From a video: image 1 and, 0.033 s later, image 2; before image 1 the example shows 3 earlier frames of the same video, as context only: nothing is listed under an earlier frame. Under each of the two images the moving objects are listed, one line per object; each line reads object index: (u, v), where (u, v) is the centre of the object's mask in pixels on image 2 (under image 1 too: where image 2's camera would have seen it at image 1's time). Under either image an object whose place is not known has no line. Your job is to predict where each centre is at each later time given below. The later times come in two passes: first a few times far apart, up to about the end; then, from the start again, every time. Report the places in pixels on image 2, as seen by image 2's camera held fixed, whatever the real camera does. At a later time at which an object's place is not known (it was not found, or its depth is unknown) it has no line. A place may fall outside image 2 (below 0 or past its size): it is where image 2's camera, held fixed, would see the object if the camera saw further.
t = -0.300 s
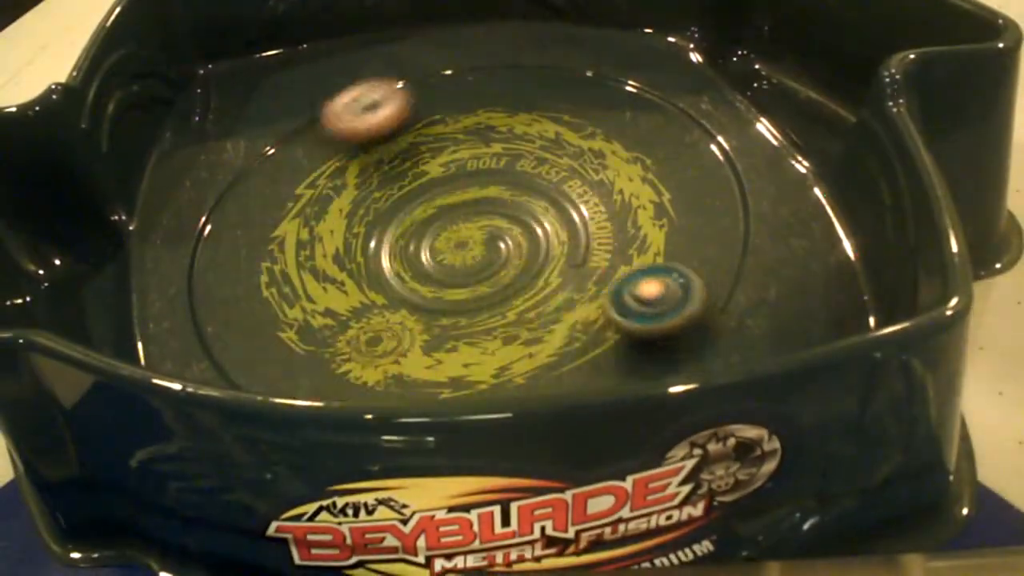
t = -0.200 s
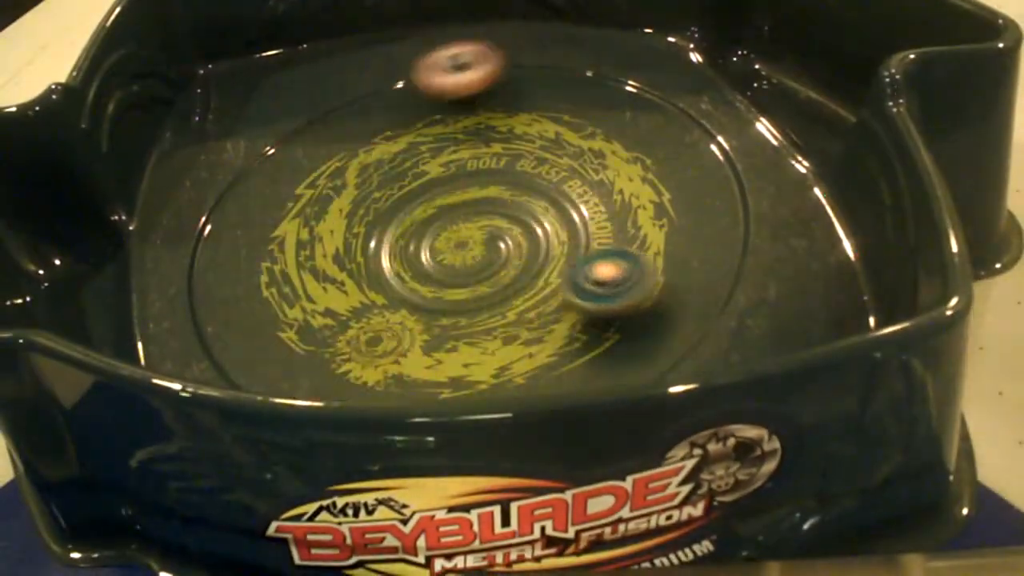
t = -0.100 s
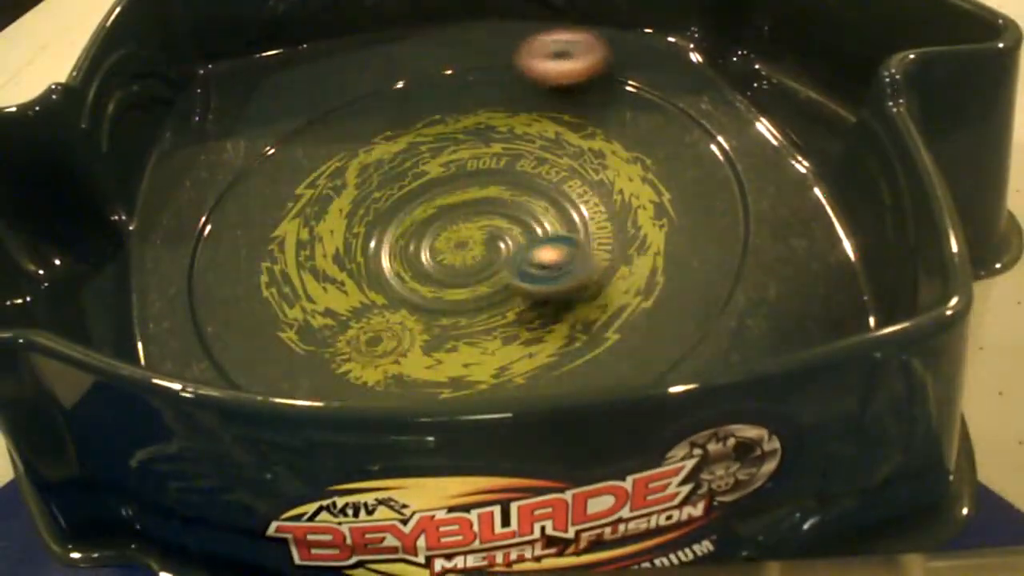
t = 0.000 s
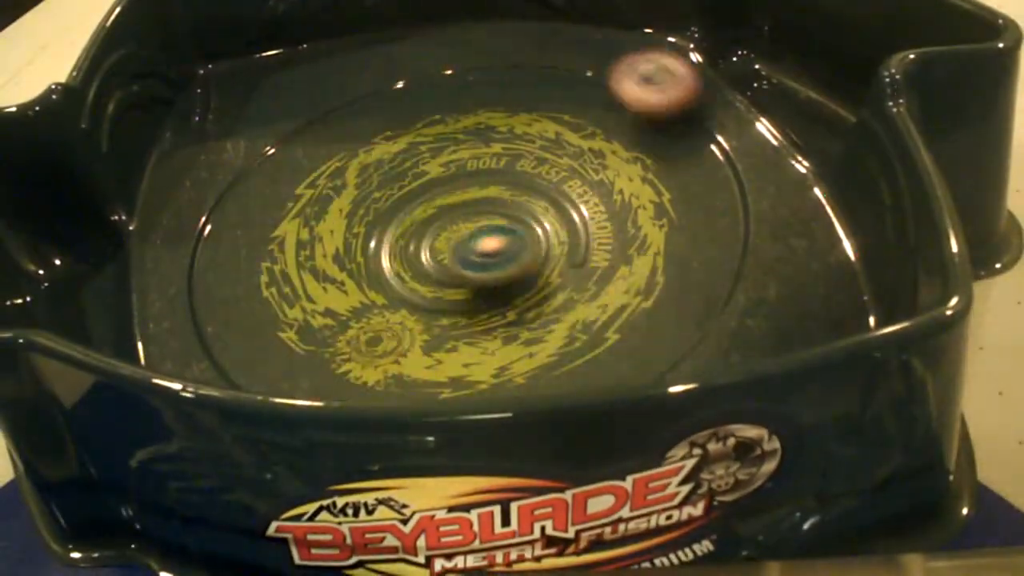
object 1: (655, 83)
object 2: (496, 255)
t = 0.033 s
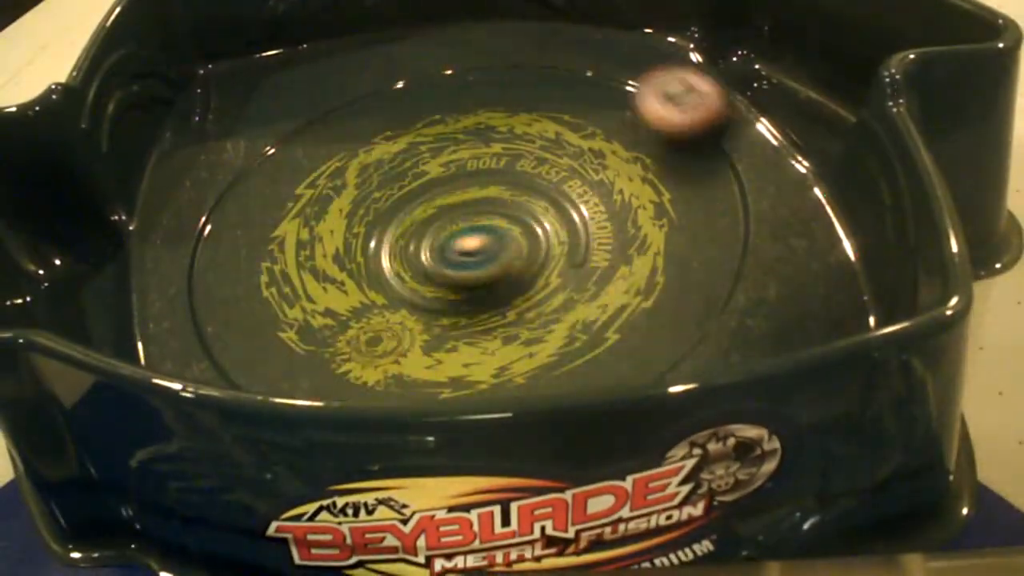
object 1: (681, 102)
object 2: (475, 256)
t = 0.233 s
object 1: (709, 279)
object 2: (373, 260)
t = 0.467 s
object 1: (397, 382)
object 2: (357, 307)
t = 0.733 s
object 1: (222, 230)
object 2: (463, 256)
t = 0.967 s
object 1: (360, 83)
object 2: (439, 169)
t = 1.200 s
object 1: (596, 61)
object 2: (346, 159)
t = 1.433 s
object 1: (716, 204)
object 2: (376, 216)
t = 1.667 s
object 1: (516, 376)
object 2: (485, 217)
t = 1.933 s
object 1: (206, 320)
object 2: (540, 160)
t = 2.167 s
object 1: (252, 144)
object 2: (464, 165)
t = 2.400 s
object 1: (466, 58)
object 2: (447, 254)
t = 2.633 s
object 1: (671, 110)
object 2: (571, 265)
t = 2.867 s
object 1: (688, 309)
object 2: (589, 207)
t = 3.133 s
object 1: (343, 383)
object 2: (443, 197)
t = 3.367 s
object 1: (209, 261)
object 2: (364, 264)
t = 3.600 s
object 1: (325, 109)
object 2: (430, 320)
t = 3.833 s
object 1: (537, 57)
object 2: (528, 249)
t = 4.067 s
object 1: (712, 131)
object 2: (472, 172)
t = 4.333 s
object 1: (627, 350)
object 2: (359, 202)
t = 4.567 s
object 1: (327, 371)
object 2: (421, 272)
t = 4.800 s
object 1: (232, 232)
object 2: (544, 234)
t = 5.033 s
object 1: (345, 92)
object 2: (532, 162)
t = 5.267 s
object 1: (543, 54)
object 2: (434, 167)
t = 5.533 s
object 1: (697, 168)
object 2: (389, 196)
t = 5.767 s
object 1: (581, 354)
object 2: (378, 249)
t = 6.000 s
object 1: (300, 367)
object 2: (492, 273)
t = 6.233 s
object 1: (216, 231)
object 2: (515, 190)
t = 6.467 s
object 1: (341, 100)
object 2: (413, 240)
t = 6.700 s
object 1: (541, 72)
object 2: (521, 230)
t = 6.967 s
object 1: (700, 180)
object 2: (516, 192)
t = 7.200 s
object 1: (615, 354)
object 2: (448, 191)
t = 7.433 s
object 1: (339, 375)
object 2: (418, 243)
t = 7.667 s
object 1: (243, 251)
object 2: (510, 216)
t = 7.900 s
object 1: (344, 117)
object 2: (488, 185)
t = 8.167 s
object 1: (550, 66)
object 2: (429, 202)
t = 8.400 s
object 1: (690, 143)
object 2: (423, 247)
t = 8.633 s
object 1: (631, 315)
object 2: (496, 211)
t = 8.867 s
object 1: (375, 368)
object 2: (440, 204)
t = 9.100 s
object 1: (235, 266)
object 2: (442, 245)
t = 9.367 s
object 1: (317, 119)
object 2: (498, 224)
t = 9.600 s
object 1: (492, 73)
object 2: (440, 222)
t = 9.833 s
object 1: (649, 131)
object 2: (438, 257)
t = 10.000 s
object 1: (676, 238)
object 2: (491, 239)
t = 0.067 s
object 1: (702, 122)
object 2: (456, 253)
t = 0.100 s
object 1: (718, 145)
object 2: (435, 252)
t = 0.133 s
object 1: (731, 174)
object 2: (411, 250)
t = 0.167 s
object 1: (734, 205)
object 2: (399, 252)
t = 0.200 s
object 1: (728, 240)
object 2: (383, 256)
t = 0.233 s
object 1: (709, 279)
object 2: (373, 260)
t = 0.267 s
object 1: (684, 316)
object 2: (368, 264)
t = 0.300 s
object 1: (647, 342)
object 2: (361, 273)
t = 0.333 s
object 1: (604, 360)
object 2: (354, 281)
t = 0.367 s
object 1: (552, 372)
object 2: (350, 289)
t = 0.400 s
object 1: (500, 380)
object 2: (348, 297)
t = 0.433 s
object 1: (447, 382)
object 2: (351, 304)
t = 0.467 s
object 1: (397, 382)
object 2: (357, 307)
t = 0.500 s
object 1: (349, 377)
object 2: (366, 309)
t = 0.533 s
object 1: (314, 369)
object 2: (377, 308)
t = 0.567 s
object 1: (277, 357)
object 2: (391, 303)
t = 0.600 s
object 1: (251, 336)
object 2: (403, 298)
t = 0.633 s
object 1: (234, 311)
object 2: (420, 290)
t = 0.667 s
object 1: (224, 285)
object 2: (436, 281)
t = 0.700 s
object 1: (220, 258)
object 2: (452, 268)
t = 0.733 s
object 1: (222, 230)
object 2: (463, 256)
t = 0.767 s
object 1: (229, 203)
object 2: (471, 242)
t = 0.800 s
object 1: (239, 178)
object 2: (476, 228)
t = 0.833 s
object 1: (254, 153)
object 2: (474, 211)
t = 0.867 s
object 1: (272, 131)
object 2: (471, 199)
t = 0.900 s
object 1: (294, 109)
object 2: (463, 188)
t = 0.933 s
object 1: (324, 94)
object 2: (452, 177)
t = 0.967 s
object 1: (360, 83)
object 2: (439, 169)
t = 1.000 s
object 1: (395, 71)
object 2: (425, 162)
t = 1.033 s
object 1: (428, 61)
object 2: (411, 157)
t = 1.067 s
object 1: (462, 54)
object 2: (394, 153)
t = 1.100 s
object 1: (496, 49)
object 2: (379, 151)
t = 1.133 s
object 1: (530, 50)
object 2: (366, 152)
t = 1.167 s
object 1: (564, 54)
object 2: (354, 155)
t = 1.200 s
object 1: (596, 61)
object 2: (346, 159)
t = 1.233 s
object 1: (627, 70)
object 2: (336, 166)
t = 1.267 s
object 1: (654, 83)
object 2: (333, 173)
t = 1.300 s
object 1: (678, 99)
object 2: (334, 181)
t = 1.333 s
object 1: (695, 119)
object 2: (340, 190)
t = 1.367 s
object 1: (707, 144)
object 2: (350, 198)
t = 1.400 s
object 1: (715, 173)
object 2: (362, 206)
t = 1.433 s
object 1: (716, 204)
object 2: (376, 216)
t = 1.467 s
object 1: (710, 236)
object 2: (389, 220)
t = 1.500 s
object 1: (697, 271)
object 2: (402, 225)
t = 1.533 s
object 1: (675, 305)
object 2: (420, 226)
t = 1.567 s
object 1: (645, 333)
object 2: (434, 225)
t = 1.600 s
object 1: (606, 355)
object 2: (451, 225)
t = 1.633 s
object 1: (563, 367)
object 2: (468, 221)
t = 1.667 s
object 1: (516, 376)
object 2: (485, 217)
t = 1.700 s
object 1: (465, 382)
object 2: (501, 211)
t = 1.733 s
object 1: (416, 384)
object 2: (512, 206)
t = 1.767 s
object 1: (367, 383)
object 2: (522, 201)
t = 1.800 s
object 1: (323, 379)
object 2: (532, 192)
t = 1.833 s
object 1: (285, 371)
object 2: (536, 185)
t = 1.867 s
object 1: (249, 359)
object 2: (539, 176)
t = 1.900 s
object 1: (223, 344)
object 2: (544, 167)
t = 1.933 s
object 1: (206, 320)
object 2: (540, 160)
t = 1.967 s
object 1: (197, 295)
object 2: (532, 153)
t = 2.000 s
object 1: (194, 267)
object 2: (523, 149)
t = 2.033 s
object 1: (195, 240)
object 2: (514, 148)
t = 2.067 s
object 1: (201, 214)
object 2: (503, 150)
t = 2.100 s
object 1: (212, 189)
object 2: (490, 153)
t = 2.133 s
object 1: (229, 167)
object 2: (475, 159)
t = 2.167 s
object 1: (252, 144)
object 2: (464, 165)
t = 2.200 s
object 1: (278, 124)
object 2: (454, 175)
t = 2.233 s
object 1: (306, 106)
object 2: (446, 189)
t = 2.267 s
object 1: (338, 90)
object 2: (437, 202)
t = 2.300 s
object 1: (370, 77)
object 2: (433, 214)
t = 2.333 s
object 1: (402, 67)
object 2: (434, 227)
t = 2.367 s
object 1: (435, 61)
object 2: (438, 240)
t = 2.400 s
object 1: (466, 58)
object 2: (447, 254)
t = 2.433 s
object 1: (498, 57)
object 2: (462, 263)
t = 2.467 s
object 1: (532, 59)
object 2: (479, 270)
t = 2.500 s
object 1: (563, 62)
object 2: (496, 275)
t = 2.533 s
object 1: (593, 69)
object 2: (516, 275)
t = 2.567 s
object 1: (622, 79)
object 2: (532, 273)
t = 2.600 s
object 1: (648, 92)
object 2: (553, 270)
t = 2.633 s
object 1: (671, 110)
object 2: (571, 265)
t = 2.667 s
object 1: (689, 129)
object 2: (583, 257)
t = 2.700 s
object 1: (703, 154)
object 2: (594, 250)
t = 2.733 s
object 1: (712, 182)
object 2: (599, 242)
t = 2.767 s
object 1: (715, 210)
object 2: (603, 233)
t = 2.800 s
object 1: (713, 242)
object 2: (603, 223)
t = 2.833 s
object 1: (704, 275)
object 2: (598, 215)
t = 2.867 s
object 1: (688, 309)
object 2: (589, 207)
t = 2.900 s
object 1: (662, 336)
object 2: (577, 199)
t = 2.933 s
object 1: (624, 354)
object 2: (564, 191)
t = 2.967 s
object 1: (579, 367)
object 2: (542, 187)
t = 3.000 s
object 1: (529, 378)
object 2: (522, 186)
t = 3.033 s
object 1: (478, 384)
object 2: (501, 188)
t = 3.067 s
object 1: (432, 386)
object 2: (478, 189)
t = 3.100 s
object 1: (382, 386)
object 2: (458, 193)
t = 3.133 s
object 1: (343, 383)
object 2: (443, 197)
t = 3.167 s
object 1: (303, 376)
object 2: (428, 201)
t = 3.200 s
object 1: (270, 367)
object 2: (414, 206)
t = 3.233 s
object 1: (243, 354)
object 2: (401, 215)
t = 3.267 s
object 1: (224, 336)
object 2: (388, 227)
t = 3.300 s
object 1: (213, 312)
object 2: (376, 241)
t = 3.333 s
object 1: (208, 287)
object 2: (367, 250)
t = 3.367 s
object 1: (209, 261)
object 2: (364, 264)
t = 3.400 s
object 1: (216, 236)
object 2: (362, 278)
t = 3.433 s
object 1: (226, 211)
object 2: (364, 289)
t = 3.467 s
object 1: (240, 189)
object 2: (372, 301)
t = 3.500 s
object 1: (257, 166)
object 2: (383, 309)
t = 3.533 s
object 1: (277, 145)
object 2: (396, 317)
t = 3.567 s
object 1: (301, 125)
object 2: (412, 320)
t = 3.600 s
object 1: (325, 109)
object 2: (430, 320)
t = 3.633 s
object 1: (351, 94)
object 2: (448, 318)
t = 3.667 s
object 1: (380, 82)
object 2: (465, 312)
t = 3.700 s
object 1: (410, 72)
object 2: (482, 301)
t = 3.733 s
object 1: (441, 65)
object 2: (498, 290)
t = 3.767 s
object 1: (473, 61)
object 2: (511, 278)
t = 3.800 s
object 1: (504, 58)
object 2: (522, 264)
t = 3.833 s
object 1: (537, 57)
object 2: (528, 249)
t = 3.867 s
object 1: (567, 59)
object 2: (532, 230)
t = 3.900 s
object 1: (598, 63)
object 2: (534, 215)
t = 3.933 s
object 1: (626, 70)
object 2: (534, 206)
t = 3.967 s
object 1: (652, 81)
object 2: (528, 195)
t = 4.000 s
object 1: (677, 94)
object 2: (513, 184)
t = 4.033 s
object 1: (696, 111)
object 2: (494, 179)
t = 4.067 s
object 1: (712, 131)
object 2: (472, 172)
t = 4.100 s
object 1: (722, 155)
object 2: (451, 167)
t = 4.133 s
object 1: (729, 182)
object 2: (435, 166)
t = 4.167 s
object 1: (730, 211)
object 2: (418, 167)
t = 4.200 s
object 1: (726, 242)
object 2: (401, 171)
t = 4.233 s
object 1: (716, 272)
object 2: (386, 176)
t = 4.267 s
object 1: (693, 304)
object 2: (373, 183)
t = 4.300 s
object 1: (664, 331)
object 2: (365, 191)
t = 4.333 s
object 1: (627, 350)
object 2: (359, 202)
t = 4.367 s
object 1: (584, 364)
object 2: (358, 213)
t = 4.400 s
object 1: (542, 373)
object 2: (361, 225)
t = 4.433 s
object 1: (496, 378)
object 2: (372, 239)
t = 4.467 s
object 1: (451, 380)
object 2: (384, 253)
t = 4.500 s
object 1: (403, 381)
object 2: (394, 262)
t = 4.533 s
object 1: (363, 377)
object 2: (406, 269)
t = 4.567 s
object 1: (327, 371)
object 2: (421, 272)
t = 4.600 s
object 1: (298, 361)
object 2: (438, 274)
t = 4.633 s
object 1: (270, 346)
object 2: (463, 271)
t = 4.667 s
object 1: (251, 326)
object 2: (482, 266)
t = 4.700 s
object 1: (238, 303)
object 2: (505, 257)
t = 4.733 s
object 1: (231, 279)
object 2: (520, 254)
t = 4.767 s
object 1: (229, 256)
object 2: (534, 245)
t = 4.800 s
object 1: (232, 232)
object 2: (544, 234)
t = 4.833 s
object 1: (240, 208)
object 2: (548, 221)
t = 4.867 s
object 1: (250, 186)
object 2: (554, 207)
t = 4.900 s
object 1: (264, 163)
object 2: (556, 195)
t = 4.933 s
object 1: (280, 143)
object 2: (557, 183)
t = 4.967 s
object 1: (300, 124)
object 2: (557, 175)
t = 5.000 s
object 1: (322, 107)
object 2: (550, 167)
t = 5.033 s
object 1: (345, 92)
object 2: (532, 162)
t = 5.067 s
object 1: (371, 79)
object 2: (511, 159)
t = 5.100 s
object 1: (398, 70)
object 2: (495, 157)
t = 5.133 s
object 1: (425, 61)
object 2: (481, 155)
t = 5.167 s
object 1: (454, 56)
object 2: (467, 157)
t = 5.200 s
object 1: (485, 54)
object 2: (452, 161)
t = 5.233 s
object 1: (514, 53)
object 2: (443, 163)
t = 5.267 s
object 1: (543, 54)
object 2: (434, 167)
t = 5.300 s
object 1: (572, 58)
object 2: (424, 171)
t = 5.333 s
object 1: (600, 65)
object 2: (418, 174)
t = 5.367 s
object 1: (624, 74)
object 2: (411, 179)
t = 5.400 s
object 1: (646, 87)
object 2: (404, 183)
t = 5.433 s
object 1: (666, 103)
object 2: (400, 185)
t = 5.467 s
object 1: (681, 122)
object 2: (396, 189)
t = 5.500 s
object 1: (691, 143)
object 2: (393, 193)
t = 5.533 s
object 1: (697, 168)
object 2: (389, 196)
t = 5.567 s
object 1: (698, 196)
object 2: (386, 200)
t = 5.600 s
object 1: (695, 225)
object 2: (382, 206)
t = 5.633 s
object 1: (684, 255)
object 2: (379, 211)
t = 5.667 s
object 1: (668, 284)
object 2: (376, 219)
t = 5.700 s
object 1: (646, 311)
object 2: (375, 228)
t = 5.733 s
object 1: (616, 337)
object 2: (374, 239)
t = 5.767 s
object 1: (581, 354)
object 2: (378, 249)
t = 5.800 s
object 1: (544, 365)
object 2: (382, 260)
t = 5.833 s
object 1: (500, 372)
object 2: (397, 271)
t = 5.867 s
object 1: (456, 376)
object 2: (412, 279)
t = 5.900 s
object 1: (412, 379)
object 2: (431, 282)
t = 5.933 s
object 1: (371, 377)
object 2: (453, 283)
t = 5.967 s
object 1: (333, 373)
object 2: (474, 280)
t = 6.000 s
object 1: (300, 367)
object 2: (492, 273)
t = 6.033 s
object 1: (269, 357)
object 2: (509, 265)
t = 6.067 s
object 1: (245, 341)
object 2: (524, 251)
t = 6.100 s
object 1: (228, 321)
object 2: (533, 238)
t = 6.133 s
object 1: (217, 299)
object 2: (537, 226)
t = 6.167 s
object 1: (211, 277)
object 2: (535, 213)
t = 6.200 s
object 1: (211, 254)
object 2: (527, 200)
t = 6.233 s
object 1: (216, 231)
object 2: (515, 190)
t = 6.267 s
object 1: (225, 208)
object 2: (495, 184)
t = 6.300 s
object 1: (237, 187)
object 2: (474, 184)
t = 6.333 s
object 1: (253, 166)
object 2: (451, 189)
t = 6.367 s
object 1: (272, 147)
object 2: (432, 197)
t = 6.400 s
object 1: (293, 129)
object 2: (418, 210)
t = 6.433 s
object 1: (315, 114)
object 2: (413, 224)
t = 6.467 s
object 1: (341, 100)
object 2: (413, 240)
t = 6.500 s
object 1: (367, 90)
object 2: (425, 252)
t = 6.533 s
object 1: (395, 82)
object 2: (445, 258)
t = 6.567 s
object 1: (425, 75)
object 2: (466, 259)
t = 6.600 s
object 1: (453, 71)
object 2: (483, 255)
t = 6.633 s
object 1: (482, 69)
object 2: (501, 247)
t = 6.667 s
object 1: (512, 70)
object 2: (511, 239)
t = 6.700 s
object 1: (541, 72)
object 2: (521, 230)
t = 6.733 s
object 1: (568, 76)
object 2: (525, 221)
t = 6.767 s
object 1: (596, 83)
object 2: (528, 214)
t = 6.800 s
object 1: (621, 93)
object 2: (531, 211)
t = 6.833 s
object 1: (643, 104)
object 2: (533, 207)
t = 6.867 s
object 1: (663, 120)
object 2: (528, 204)
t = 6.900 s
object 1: (680, 136)
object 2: (522, 199)
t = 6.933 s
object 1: (692, 157)
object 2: (519, 196)
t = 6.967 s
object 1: (700, 180)
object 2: (516, 192)
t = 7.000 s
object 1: (705, 204)
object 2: (509, 190)
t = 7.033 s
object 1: (705, 231)
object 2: (498, 188)
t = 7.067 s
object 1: (700, 259)
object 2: (489, 186)
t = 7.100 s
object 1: (688, 287)
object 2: (479, 186)
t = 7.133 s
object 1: (670, 315)
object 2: (470, 185)
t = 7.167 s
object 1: (646, 337)
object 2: (458, 188)
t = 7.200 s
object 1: (615, 354)
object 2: (448, 191)
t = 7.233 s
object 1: (578, 365)
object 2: (439, 195)
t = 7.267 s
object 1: (539, 373)
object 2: (431, 200)
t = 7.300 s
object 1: (497, 379)
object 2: (423, 206)
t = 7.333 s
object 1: (452, 382)
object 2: (418, 213)
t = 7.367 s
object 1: (412, 382)
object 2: (414, 223)
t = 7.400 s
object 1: (373, 380)
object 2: (413, 232)
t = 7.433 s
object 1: (339, 375)
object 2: (418, 243)
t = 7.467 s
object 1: (311, 367)
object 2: (428, 252)
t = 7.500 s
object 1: (284, 356)
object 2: (446, 256)
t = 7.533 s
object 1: (264, 339)
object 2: (466, 256)
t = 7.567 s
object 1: (251, 318)
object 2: (487, 249)
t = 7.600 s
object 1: (244, 296)
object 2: (500, 237)
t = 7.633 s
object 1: (241, 272)
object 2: (507, 226)
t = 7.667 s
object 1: (243, 251)
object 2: (510, 216)
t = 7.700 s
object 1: (250, 227)
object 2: (510, 206)
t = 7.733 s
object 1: (259, 206)
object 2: (507, 199)
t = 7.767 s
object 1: (272, 186)
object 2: (502, 194)
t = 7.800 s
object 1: (287, 166)
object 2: (499, 190)
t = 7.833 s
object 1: (304, 149)
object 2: (499, 187)
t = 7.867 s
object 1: (323, 131)
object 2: (497, 184)
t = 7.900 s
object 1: (344, 117)
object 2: (488, 185)
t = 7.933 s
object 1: (367, 104)
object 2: (479, 185)
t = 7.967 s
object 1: (391, 92)
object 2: (473, 185)
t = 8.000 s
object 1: (416, 82)
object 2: (466, 186)
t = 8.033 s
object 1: (442, 75)
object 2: (457, 189)
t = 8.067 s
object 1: (468, 70)
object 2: (449, 191)
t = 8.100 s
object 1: (496, 67)
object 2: (442, 193)
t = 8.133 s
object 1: (524, 66)
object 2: (435, 198)
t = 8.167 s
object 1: (550, 66)
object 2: (429, 202)
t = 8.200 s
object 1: (578, 69)
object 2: (423, 206)
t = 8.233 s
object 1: (602, 75)
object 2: (419, 212)
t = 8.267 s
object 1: (626, 83)
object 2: (416, 219)
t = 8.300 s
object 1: (647, 93)
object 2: (414, 224)
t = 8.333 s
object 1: (665, 108)
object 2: (414, 232)
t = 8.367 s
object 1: (679, 124)
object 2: (416, 241)
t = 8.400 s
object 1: (690, 143)
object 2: (423, 247)
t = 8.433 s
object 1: (696, 165)
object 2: (435, 255)
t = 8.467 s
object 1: (698, 189)
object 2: (452, 257)
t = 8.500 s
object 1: (696, 214)
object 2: (466, 254)
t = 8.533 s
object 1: (689, 240)
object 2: (487, 246)
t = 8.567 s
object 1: (675, 266)
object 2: (496, 235)
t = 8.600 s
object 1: (656, 292)
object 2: (500, 222)
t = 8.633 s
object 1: (631, 315)
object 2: (496, 211)
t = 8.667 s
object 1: (602, 336)
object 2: (490, 203)
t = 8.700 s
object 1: (568, 350)
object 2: (483, 198)
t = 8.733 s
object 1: (532, 360)
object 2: (474, 196)
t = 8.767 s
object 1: (492, 365)
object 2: (464, 196)
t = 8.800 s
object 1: (454, 369)
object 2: (454, 197)
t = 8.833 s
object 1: (415, 370)
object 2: (447, 199)
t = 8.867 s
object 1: (375, 368)
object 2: (440, 204)
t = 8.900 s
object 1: (343, 364)
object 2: (434, 208)
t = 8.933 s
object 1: (313, 355)
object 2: (430, 213)
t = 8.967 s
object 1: (287, 342)
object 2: (428, 219)
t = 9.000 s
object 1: (267, 326)
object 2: (429, 226)
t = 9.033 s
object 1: (252, 307)
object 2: (431, 232)
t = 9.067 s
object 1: (241, 287)
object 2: (433, 238)
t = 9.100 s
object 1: (235, 266)
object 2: (442, 245)
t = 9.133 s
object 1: (234, 245)
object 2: (449, 249)
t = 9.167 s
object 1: (237, 225)
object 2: (453, 253)
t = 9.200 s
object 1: (243, 205)
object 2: (457, 258)
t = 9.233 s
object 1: (252, 186)
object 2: (464, 256)
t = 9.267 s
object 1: (265, 167)
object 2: (470, 252)
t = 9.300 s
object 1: (280, 150)
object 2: (488, 246)
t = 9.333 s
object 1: (297, 133)
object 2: (496, 235)
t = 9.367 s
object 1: (317, 119)
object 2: (498, 224)
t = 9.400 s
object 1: (339, 106)
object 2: (494, 215)
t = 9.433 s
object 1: (362, 95)
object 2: (484, 210)
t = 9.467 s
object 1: (388, 86)
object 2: (472, 208)
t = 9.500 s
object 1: (413, 80)
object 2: (463, 209)
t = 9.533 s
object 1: (439, 76)
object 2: (454, 211)
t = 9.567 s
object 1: (465, 74)
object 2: (446, 216)
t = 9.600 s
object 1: (492, 73)
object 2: (440, 222)
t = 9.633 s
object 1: (520, 75)
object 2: (436, 227)
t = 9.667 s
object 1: (546, 79)
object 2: (434, 233)
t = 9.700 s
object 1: (570, 84)
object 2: (435, 240)
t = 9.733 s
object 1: (593, 93)
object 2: (437, 247)
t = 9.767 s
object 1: (614, 103)
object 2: (439, 251)
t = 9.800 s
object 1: (633, 116)
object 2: (435, 256)
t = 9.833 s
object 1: (649, 131)
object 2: (438, 257)
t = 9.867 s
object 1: (662, 148)
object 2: (449, 257)
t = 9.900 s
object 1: (672, 167)
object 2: (461, 256)
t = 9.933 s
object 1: (677, 189)
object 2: (467, 252)
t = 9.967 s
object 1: (678, 213)
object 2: (480, 248)
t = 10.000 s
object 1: (676, 238)
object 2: (491, 239)
